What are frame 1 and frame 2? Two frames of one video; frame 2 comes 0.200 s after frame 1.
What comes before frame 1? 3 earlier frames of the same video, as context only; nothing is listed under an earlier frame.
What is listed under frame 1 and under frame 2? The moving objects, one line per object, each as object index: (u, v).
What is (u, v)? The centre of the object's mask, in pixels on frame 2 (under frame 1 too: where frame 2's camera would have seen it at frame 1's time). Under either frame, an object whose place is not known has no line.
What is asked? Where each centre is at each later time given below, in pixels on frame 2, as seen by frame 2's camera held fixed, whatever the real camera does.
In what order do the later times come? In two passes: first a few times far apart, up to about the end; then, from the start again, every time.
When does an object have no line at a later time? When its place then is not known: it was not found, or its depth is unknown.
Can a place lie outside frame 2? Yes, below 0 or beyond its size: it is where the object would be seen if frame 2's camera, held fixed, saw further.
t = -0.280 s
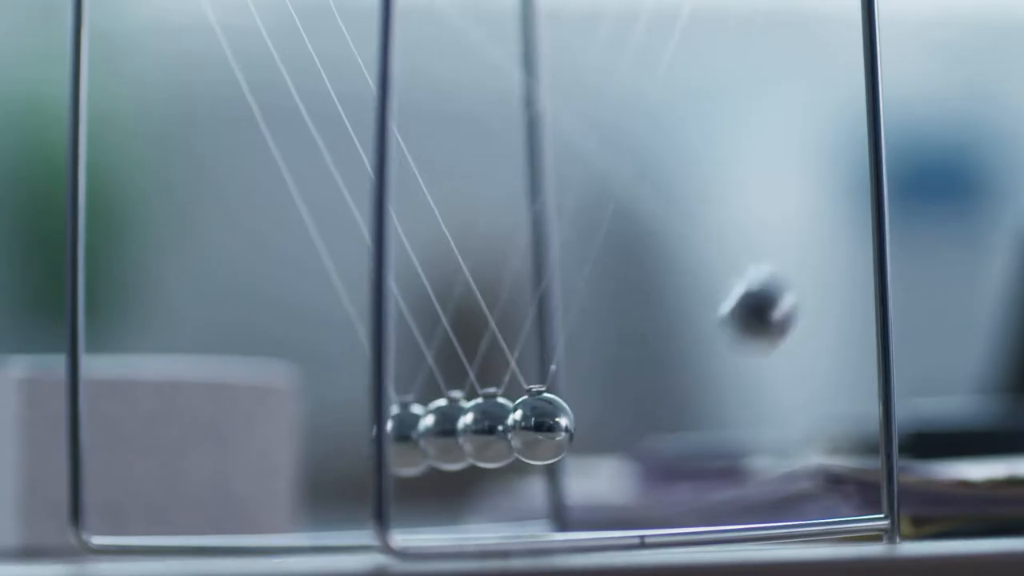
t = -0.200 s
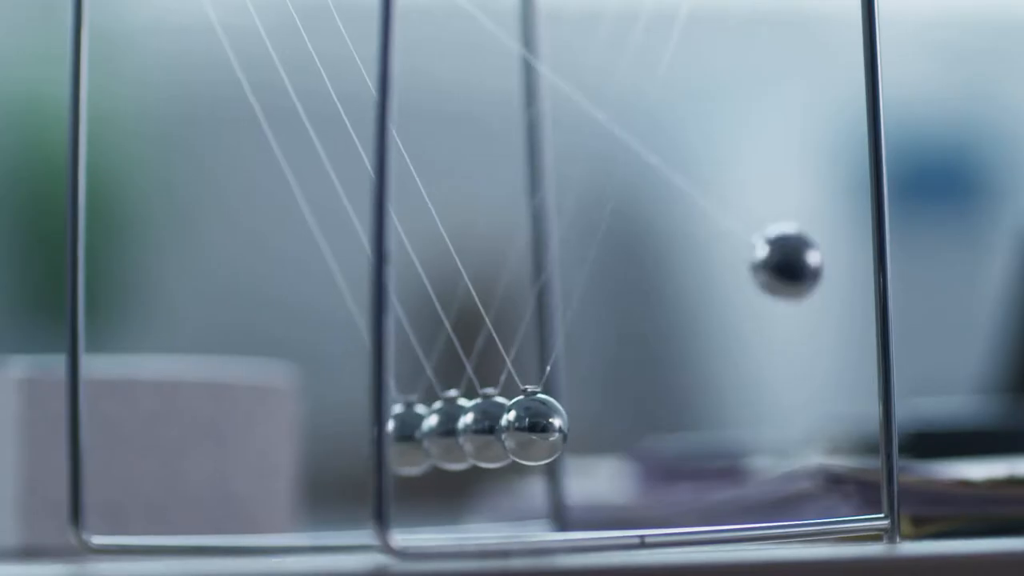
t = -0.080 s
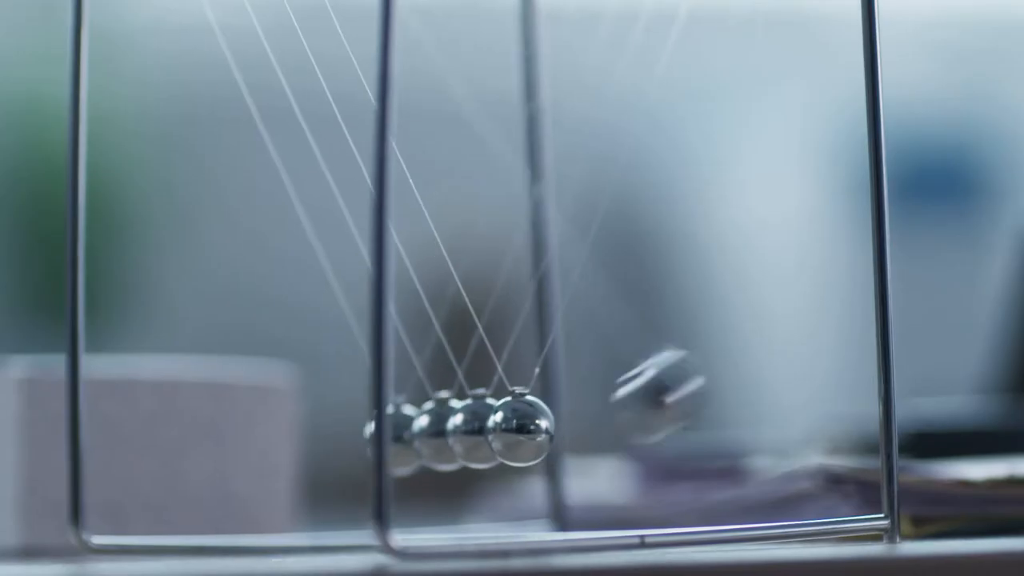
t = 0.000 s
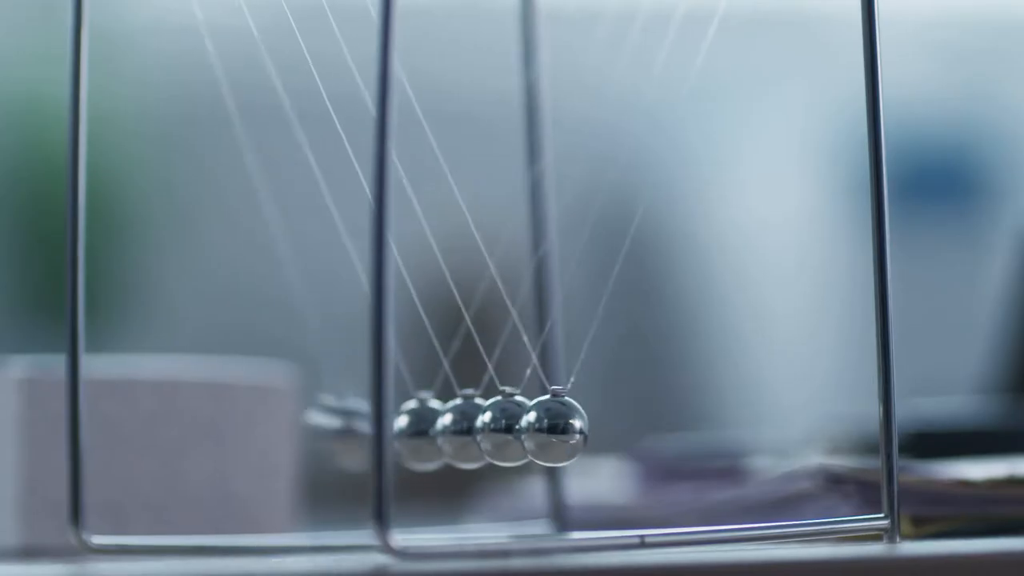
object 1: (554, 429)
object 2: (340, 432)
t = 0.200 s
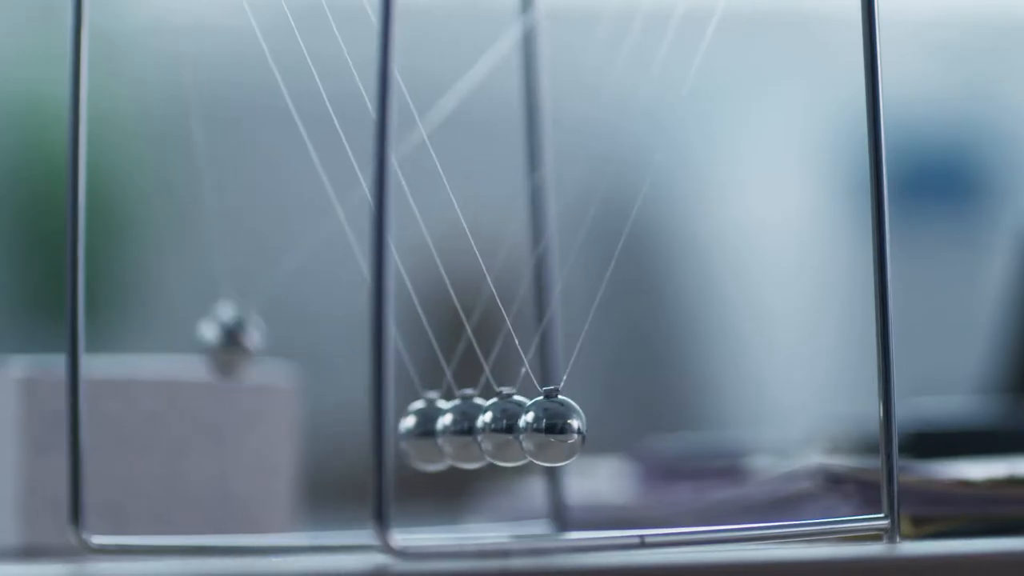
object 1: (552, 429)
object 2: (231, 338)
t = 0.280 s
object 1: (562, 429)
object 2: (310, 414)
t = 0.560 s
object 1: (763, 300)
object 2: (405, 438)
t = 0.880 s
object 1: (545, 430)
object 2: (229, 335)
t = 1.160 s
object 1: (729, 340)
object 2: (409, 438)
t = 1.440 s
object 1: (548, 430)
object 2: (347, 434)
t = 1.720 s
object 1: (570, 429)
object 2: (321, 421)
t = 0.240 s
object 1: (556, 430)
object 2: (261, 371)
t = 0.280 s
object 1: (562, 429)
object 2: (310, 414)
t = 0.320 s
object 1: (573, 428)
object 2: (372, 436)
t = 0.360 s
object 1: (610, 417)
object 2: (405, 437)
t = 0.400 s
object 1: (680, 381)
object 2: (406, 438)
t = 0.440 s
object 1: (743, 327)
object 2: (407, 438)
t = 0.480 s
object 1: (769, 290)
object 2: (408, 438)
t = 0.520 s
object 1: (773, 279)
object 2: (407, 438)
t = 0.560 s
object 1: (763, 300)
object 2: (405, 438)
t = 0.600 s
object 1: (724, 344)
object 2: (402, 437)
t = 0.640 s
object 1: (659, 395)
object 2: (391, 438)
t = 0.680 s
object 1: (588, 423)
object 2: (398, 442)
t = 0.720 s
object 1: (551, 429)
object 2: (345, 434)
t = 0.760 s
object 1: (546, 429)
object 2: (297, 407)
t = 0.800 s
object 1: (547, 430)
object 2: (256, 368)
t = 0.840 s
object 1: (546, 430)
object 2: (236, 342)
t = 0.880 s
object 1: (545, 430)
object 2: (229, 335)
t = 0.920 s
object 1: (552, 430)
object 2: (237, 349)
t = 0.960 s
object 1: (560, 429)
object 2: (266, 379)
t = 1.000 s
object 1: (567, 429)
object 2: (314, 416)
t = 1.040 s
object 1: (576, 427)
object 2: (371, 436)
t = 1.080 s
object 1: (607, 418)
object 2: (407, 439)
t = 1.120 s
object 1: (671, 387)
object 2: (408, 438)
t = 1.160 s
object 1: (729, 340)
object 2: (409, 438)
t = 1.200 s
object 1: (757, 308)
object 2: (409, 438)
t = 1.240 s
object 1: (762, 297)
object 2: (408, 439)
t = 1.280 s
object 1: (751, 315)
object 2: (405, 438)
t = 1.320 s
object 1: (713, 357)
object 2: (402, 437)
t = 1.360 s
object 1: (653, 399)
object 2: (389, 437)
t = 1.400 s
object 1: (585, 422)
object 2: (386, 439)
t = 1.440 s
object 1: (548, 430)
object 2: (347, 434)
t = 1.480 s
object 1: (543, 430)
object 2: (305, 411)
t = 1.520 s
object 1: (544, 430)
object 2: (264, 378)
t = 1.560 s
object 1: (545, 430)
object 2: (243, 355)
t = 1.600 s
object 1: (545, 430)
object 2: (238, 349)
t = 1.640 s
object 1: (553, 430)
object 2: (246, 360)
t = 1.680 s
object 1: (563, 430)
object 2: (274, 388)
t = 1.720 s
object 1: (570, 429)
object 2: (321, 421)
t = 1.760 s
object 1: (578, 426)
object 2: (371, 437)
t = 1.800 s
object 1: (606, 419)
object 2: (407, 438)
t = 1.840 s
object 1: (665, 391)
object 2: (410, 439)
